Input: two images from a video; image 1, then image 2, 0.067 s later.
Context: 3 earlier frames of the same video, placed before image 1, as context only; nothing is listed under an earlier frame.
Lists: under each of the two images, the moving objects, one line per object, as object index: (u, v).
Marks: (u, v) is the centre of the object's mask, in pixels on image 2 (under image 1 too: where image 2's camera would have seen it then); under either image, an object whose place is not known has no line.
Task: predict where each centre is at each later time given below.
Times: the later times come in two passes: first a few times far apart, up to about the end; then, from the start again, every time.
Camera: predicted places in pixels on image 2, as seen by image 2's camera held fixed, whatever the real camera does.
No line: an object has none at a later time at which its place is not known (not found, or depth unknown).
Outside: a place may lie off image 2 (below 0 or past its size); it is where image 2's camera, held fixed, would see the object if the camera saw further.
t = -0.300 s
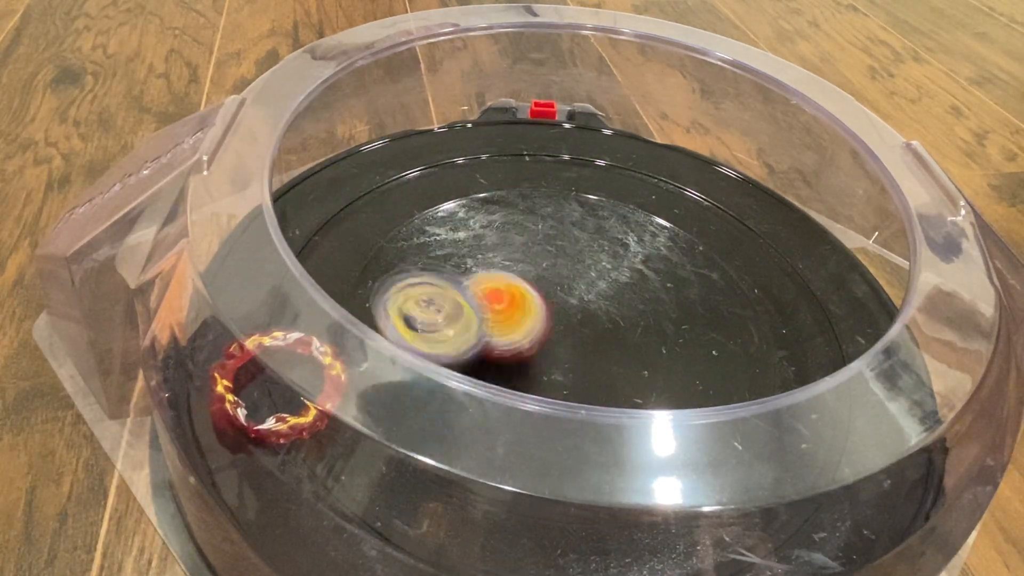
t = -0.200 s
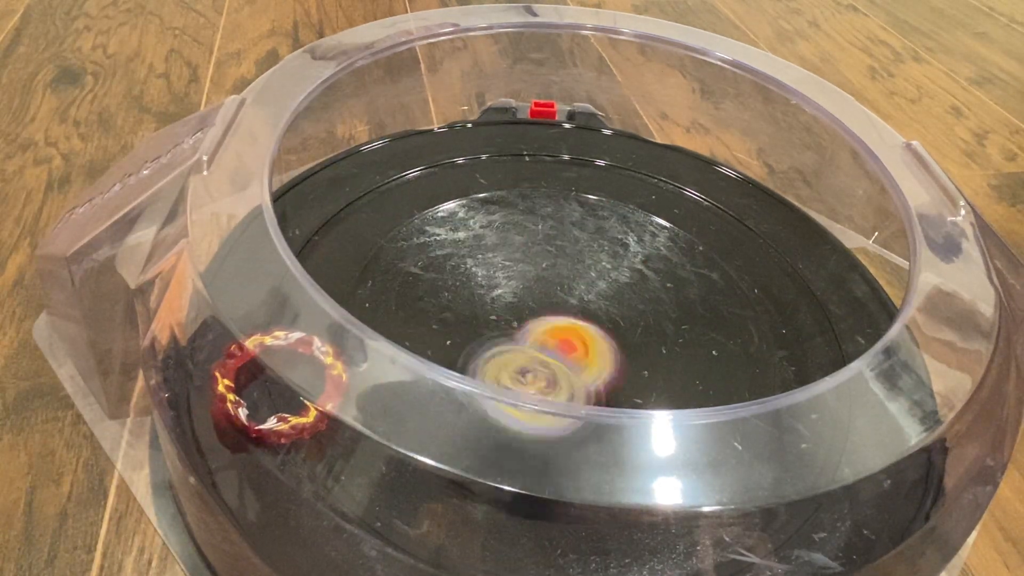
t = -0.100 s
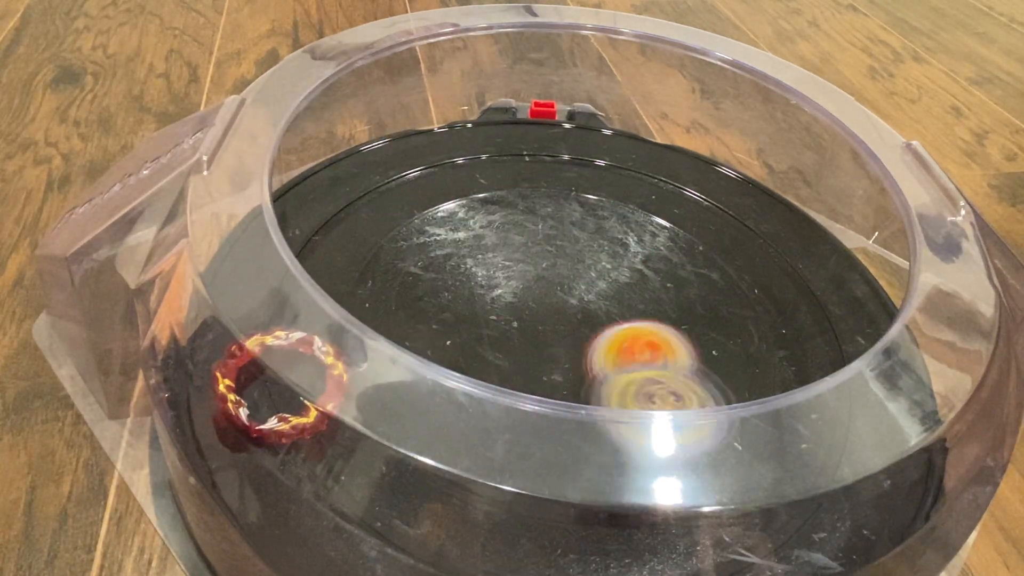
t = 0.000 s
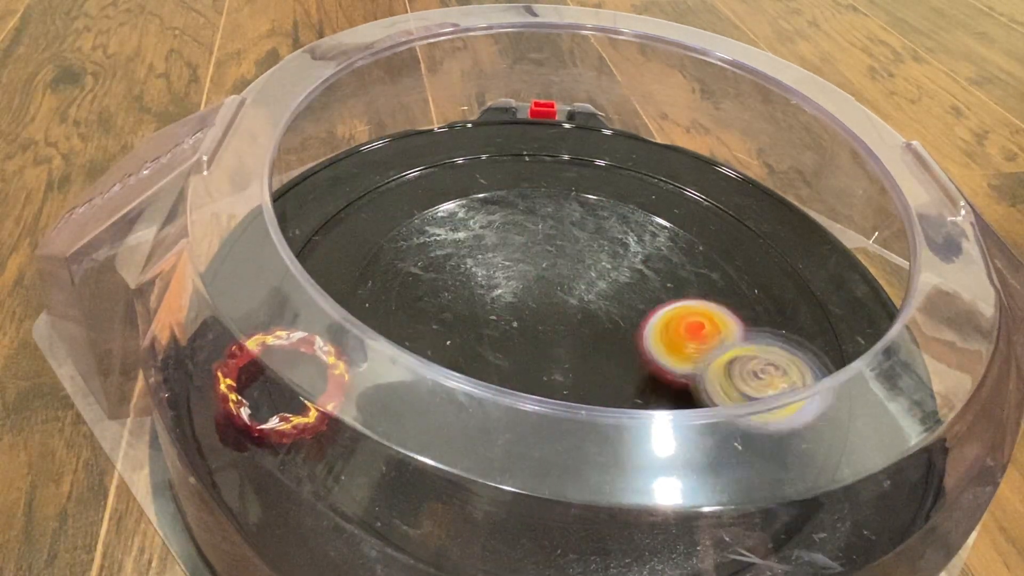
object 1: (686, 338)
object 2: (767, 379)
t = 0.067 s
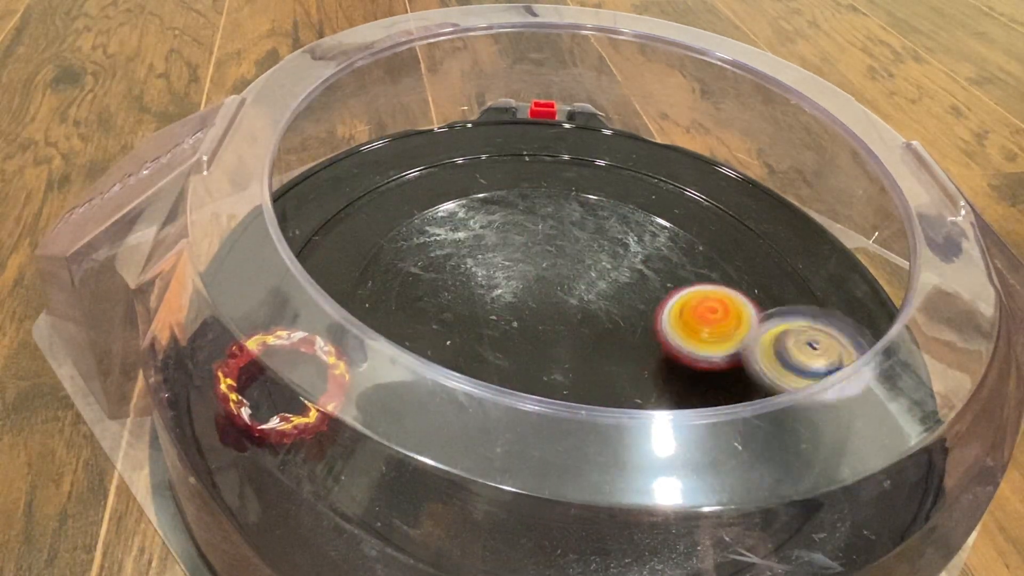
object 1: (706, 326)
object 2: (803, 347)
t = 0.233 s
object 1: (710, 302)
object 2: (845, 317)
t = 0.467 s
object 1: (612, 304)
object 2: (795, 281)
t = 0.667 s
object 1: (528, 356)
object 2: (665, 251)
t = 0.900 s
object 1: (549, 444)
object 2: (443, 273)
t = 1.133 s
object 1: (591, 406)
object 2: (447, 425)
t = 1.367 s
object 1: (557, 320)
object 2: (660, 379)
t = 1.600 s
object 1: (459, 280)
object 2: (620, 219)
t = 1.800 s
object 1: (441, 303)
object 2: (484, 156)
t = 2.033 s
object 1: (534, 336)
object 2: (410, 166)
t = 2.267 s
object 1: (603, 276)
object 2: (420, 218)
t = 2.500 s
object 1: (577, 243)
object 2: (565, 362)
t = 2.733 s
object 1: (546, 293)
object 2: (761, 320)
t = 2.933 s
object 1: (596, 358)
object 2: (728, 232)
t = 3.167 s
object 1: (668, 353)
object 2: (518, 249)
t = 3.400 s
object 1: (625, 325)
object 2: (430, 353)
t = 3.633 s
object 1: (523, 340)
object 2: (566, 451)
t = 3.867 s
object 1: (515, 383)
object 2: (652, 302)
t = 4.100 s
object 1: (564, 367)
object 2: (548, 182)
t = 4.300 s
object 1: (552, 309)
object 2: (436, 188)
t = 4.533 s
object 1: (519, 271)
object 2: (483, 346)
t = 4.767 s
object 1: (515, 292)
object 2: (708, 399)
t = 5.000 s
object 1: (576, 319)
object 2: (744, 280)
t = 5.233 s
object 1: (600, 323)
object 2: (588, 197)
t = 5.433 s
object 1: (608, 317)
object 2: (449, 200)
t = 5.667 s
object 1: (585, 321)
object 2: (433, 324)
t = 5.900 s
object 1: (560, 343)
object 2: (636, 384)
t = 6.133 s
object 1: (564, 360)
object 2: (736, 292)
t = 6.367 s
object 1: (561, 346)
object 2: (605, 207)
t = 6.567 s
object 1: (538, 325)
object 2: (468, 228)
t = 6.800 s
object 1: (520, 317)
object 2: (435, 333)
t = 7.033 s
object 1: (536, 322)
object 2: (624, 384)
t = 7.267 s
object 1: (565, 311)
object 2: (700, 285)
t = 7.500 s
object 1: (572, 300)
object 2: (585, 193)
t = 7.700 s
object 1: (568, 309)
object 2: (464, 221)
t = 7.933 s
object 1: (576, 334)
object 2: (471, 343)
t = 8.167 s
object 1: (587, 343)
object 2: (660, 386)
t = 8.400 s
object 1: (577, 338)
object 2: (702, 283)
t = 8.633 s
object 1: (546, 335)
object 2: (561, 210)
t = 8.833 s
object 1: (534, 339)
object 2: (442, 235)
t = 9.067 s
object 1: (550, 332)
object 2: (476, 350)
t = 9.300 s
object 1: (550, 315)
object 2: (664, 368)
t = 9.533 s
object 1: (548, 307)
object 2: (690, 254)
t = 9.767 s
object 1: (559, 316)
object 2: (544, 212)
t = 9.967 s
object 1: (576, 322)
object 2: (446, 271)
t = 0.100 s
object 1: (713, 321)
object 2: (817, 339)
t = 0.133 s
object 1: (718, 316)
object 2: (842, 339)
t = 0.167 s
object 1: (718, 311)
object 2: (853, 337)
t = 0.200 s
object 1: (715, 306)
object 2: (862, 331)
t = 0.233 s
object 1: (710, 302)
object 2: (845, 317)
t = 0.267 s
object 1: (702, 299)
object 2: (838, 310)
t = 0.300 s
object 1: (691, 297)
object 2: (833, 304)
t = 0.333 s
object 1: (679, 296)
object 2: (827, 297)
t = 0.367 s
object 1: (664, 297)
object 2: (820, 292)
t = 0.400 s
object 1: (648, 299)
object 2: (812, 288)
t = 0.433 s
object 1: (630, 301)
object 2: (804, 284)
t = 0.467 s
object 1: (612, 304)
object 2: (795, 281)
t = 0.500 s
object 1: (593, 310)
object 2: (784, 279)
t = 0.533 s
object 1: (575, 317)
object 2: (769, 276)
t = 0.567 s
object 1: (560, 325)
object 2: (749, 272)
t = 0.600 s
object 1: (545, 335)
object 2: (725, 266)
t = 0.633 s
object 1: (534, 347)
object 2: (698, 259)
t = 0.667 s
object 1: (528, 356)
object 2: (665, 251)
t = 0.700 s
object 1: (527, 364)
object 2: (631, 244)
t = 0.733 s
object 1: (527, 379)
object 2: (595, 240)
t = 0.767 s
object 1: (527, 394)
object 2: (560, 241)
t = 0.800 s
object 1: (529, 411)
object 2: (527, 242)
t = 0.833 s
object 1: (535, 422)
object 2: (496, 250)
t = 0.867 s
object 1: (542, 431)
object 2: (469, 260)
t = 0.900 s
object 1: (549, 444)
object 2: (443, 273)
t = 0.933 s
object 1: (557, 447)
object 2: (424, 288)
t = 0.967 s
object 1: (565, 448)
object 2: (413, 305)
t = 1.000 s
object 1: (572, 448)
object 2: (412, 318)
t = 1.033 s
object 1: (579, 439)
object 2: (401, 349)
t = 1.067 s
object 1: (584, 431)
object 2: (406, 375)
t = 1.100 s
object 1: (586, 421)
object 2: (423, 402)
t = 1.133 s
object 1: (591, 406)
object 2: (447, 425)
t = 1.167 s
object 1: (593, 395)
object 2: (479, 440)
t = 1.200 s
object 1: (593, 377)
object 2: (505, 455)
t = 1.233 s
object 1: (592, 370)
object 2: (542, 453)
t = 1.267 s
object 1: (587, 359)
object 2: (566, 447)
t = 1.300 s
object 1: (580, 345)
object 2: (603, 431)
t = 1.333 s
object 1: (570, 332)
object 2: (639, 389)
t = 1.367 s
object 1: (557, 320)
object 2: (660, 379)
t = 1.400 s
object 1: (544, 308)
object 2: (674, 366)
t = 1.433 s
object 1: (529, 299)
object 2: (679, 337)
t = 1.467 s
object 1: (513, 291)
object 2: (676, 313)
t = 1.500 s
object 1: (497, 285)
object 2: (668, 287)
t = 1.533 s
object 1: (483, 282)
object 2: (656, 264)
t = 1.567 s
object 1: (470, 280)
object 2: (639, 241)
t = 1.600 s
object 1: (459, 280)
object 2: (620, 219)
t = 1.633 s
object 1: (450, 281)
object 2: (600, 203)
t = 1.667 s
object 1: (443, 284)
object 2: (578, 188)
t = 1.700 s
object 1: (439, 288)
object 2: (555, 174)
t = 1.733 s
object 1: (437, 292)
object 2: (532, 164)
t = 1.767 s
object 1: (437, 297)
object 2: (508, 157)
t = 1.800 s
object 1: (441, 303)
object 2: (484, 156)
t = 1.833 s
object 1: (446, 309)
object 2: (462, 157)
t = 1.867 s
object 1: (455, 315)
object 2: (443, 158)
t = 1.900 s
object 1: (467, 322)
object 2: (429, 160)
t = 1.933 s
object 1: (481, 328)
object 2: (420, 161)
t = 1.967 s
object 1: (498, 333)
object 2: (414, 162)
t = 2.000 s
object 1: (516, 336)
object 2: (411, 164)
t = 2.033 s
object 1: (534, 336)
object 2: (410, 166)
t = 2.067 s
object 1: (551, 334)
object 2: (410, 167)
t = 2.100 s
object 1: (567, 328)
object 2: (411, 168)
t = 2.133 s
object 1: (580, 319)
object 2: (411, 170)
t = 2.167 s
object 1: (591, 309)
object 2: (413, 175)
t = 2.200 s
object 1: (598, 298)
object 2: (414, 183)
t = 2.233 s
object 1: (602, 287)
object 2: (416, 200)
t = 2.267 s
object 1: (603, 276)
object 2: (420, 218)
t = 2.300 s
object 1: (602, 266)
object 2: (423, 239)
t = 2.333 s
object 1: (600, 258)
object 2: (431, 264)
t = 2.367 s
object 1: (596, 252)
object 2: (447, 291)
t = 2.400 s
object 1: (592, 248)
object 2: (468, 316)
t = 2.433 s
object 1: (587, 245)
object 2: (497, 337)
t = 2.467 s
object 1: (582, 243)
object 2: (531, 353)
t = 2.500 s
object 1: (577, 243)
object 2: (565, 362)
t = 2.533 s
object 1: (572, 245)
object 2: (601, 367)
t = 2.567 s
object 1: (566, 249)
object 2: (635, 369)
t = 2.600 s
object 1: (561, 254)
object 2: (667, 366)
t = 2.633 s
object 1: (556, 261)
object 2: (696, 359)
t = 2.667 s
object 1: (551, 270)
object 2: (721, 351)
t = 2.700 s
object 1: (548, 281)
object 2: (743, 337)
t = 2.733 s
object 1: (546, 293)
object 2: (761, 320)
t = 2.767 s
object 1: (547, 306)
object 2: (773, 302)
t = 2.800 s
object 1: (552, 319)
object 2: (775, 284)
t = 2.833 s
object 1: (559, 331)
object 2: (771, 268)
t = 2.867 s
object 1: (569, 342)
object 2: (762, 253)
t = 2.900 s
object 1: (582, 351)
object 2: (748, 242)
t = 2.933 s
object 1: (596, 358)
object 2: (728, 232)
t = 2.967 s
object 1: (611, 363)
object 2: (702, 225)
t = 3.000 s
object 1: (625, 365)
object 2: (671, 220)
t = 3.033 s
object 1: (638, 365)
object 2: (639, 220)
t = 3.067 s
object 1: (649, 364)
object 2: (604, 224)
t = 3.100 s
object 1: (658, 361)
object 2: (572, 230)
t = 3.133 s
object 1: (664, 358)
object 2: (544, 237)
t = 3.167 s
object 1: (668, 353)
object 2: (518, 249)
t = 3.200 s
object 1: (669, 349)
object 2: (496, 259)
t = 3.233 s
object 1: (668, 345)
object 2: (473, 272)
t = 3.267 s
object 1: (664, 341)
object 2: (456, 289)
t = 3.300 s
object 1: (657, 336)
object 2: (443, 306)
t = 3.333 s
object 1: (649, 332)
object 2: (436, 319)
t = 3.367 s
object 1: (638, 328)
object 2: (436, 331)
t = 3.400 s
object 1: (625, 325)
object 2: (430, 353)
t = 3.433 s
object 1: (610, 323)
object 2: (431, 379)
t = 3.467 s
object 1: (594, 322)
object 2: (441, 403)
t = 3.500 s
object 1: (579, 323)
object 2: (458, 425)
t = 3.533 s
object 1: (563, 325)
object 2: (488, 440)
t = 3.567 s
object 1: (548, 328)
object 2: (514, 448)
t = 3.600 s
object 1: (535, 333)
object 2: (544, 452)
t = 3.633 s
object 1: (523, 340)
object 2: (566, 451)
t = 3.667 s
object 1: (515, 347)
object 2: (599, 429)
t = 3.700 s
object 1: (509, 352)
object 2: (630, 389)
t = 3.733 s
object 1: (507, 357)
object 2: (645, 379)
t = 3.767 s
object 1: (508, 361)
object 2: (655, 367)
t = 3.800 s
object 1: (510, 365)
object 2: (659, 347)
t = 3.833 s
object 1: (512, 377)
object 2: (658, 324)
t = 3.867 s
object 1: (515, 383)
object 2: (652, 302)
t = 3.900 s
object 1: (523, 385)
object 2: (643, 281)
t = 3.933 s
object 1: (529, 389)
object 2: (631, 259)
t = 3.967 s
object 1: (537, 387)
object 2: (617, 239)
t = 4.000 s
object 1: (544, 385)
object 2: (602, 221)
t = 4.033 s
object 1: (551, 374)
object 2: (584, 206)
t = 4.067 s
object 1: (558, 371)
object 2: (566, 194)
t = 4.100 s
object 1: (564, 367)
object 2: (548, 182)
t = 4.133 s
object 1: (567, 361)
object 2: (529, 174)
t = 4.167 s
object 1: (568, 352)
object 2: (511, 167)
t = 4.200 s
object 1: (567, 341)
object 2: (491, 164)
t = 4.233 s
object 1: (563, 330)
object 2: (471, 165)
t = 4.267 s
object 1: (558, 319)
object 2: (453, 174)
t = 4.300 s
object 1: (552, 309)
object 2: (436, 188)
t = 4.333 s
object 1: (544, 299)
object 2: (427, 206)
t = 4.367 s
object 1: (535, 291)
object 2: (425, 228)
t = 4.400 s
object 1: (527, 285)
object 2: (430, 253)
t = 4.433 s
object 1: (524, 279)
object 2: (439, 283)
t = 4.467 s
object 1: (522, 272)
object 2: (445, 306)
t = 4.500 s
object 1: (521, 271)
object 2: (461, 330)
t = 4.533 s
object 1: (519, 271)
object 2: (483, 346)
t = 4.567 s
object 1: (517, 271)
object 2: (504, 370)
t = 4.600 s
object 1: (515, 272)
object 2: (534, 387)
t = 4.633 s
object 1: (512, 274)
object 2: (566, 398)
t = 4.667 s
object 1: (510, 277)
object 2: (598, 404)
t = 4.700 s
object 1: (510, 282)
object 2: (629, 401)
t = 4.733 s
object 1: (512, 287)
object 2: (674, 398)
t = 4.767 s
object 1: (515, 292)
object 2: (708, 399)
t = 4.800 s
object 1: (521, 298)
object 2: (732, 389)
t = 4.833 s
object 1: (528, 304)
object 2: (747, 369)
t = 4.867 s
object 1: (535, 308)
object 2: (766, 356)
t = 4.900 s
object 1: (544, 313)
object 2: (775, 342)
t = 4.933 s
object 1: (555, 317)
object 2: (772, 319)
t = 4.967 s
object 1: (565, 319)
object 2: (761, 299)
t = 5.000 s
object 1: (576, 319)
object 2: (744, 280)
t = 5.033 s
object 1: (586, 319)
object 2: (723, 265)
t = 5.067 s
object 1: (595, 318)
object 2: (700, 252)
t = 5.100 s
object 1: (603, 316)
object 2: (673, 241)
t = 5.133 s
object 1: (607, 316)
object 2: (651, 230)
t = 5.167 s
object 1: (604, 320)
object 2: (633, 216)
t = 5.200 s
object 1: (602, 322)
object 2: (610, 205)
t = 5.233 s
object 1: (600, 323)
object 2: (588, 197)
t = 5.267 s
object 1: (601, 323)
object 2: (564, 191)
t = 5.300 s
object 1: (603, 322)
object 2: (539, 187)
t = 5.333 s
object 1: (605, 321)
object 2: (515, 186)
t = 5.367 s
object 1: (607, 319)
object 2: (492, 188)
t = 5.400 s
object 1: (608, 318)
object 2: (469, 192)
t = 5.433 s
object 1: (608, 317)
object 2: (449, 200)
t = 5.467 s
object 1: (607, 316)
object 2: (432, 211)
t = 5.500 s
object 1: (605, 315)
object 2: (417, 227)
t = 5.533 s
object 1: (602, 315)
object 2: (407, 243)
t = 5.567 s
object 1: (598, 315)
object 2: (402, 262)
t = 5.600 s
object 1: (594, 316)
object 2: (404, 285)
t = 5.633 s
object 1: (590, 318)
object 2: (415, 305)
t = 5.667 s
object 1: (585, 321)
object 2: (433, 324)
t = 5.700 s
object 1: (580, 324)
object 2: (456, 340)
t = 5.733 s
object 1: (576, 327)
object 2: (477, 365)
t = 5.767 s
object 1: (575, 329)
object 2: (502, 382)
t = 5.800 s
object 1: (571, 331)
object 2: (531, 396)
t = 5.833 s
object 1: (567, 332)
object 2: (567, 404)
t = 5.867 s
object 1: (562, 337)
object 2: (601, 404)
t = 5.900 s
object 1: (560, 343)
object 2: (636, 384)
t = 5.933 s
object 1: (560, 348)
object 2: (663, 380)
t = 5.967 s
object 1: (561, 352)
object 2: (687, 374)
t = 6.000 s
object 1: (561, 354)
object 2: (710, 365)
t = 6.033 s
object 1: (561, 357)
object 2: (727, 352)
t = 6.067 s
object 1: (562, 359)
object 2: (736, 332)
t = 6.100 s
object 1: (563, 360)
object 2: (739, 312)
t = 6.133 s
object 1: (564, 360)
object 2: (736, 292)
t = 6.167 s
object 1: (565, 360)
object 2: (728, 273)
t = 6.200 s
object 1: (566, 359)
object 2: (716, 256)
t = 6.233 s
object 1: (566, 358)
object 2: (699, 241)
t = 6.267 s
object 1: (566, 356)
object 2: (677, 227)
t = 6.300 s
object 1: (565, 353)
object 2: (653, 218)
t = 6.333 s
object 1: (564, 350)
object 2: (630, 211)
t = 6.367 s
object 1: (561, 346)
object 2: (605, 207)
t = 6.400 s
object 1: (558, 342)
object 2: (580, 204)
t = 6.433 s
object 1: (555, 338)
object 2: (555, 204)
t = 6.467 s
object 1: (551, 335)
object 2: (530, 206)
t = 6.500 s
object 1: (547, 331)
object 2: (509, 212)
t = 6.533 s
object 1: (543, 328)
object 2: (487, 219)
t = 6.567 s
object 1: (538, 325)
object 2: (468, 228)
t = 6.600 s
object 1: (534, 323)
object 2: (449, 237)
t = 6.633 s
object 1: (530, 321)
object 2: (433, 252)
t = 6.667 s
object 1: (526, 320)
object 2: (422, 266)
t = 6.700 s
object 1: (523, 319)
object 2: (415, 285)
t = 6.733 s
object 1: (521, 318)
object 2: (415, 302)
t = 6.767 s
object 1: (520, 318)
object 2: (422, 318)
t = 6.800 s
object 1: (520, 317)
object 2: (435, 333)
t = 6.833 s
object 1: (521, 317)
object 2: (448, 364)
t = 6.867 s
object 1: (520, 319)
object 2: (469, 384)
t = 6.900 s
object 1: (521, 319)
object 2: (498, 399)
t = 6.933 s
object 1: (524, 319)
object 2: (530, 408)
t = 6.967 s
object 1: (528, 321)
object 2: (564, 412)
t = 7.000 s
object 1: (531, 322)
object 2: (594, 408)
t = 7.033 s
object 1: (536, 322)
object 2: (624, 384)
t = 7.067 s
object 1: (540, 321)
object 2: (648, 380)
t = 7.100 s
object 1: (545, 320)
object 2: (671, 373)
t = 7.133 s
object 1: (549, 319)
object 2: (687, 361)
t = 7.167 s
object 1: (554, 317)
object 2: (697, 343)
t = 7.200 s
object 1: (558, 316)
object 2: (702, 325)
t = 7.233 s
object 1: (562, 314)
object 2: (704, 303)
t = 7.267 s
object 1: (565, 311)
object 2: (700, 285)
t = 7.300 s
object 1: (567, 309)
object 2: (693, 268)
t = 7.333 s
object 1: (569, 307)
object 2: (682, 250)
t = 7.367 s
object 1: (571, 305)
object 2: (666, 233)
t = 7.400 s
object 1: (572, 304)
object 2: (649, 219)
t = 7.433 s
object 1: (572, 302)
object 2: (631, 208)
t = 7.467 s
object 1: (572, 301)
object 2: (609, 198)
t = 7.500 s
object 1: (572, 300)
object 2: (585, 193)
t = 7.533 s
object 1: (572, 301)
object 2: (562, 190)
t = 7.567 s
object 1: (571, 301)
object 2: (540, 190)
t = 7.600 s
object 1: (570, 303)
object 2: (517, 193)
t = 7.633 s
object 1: (570, 305)
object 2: (497, 199)
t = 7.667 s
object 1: (569, 307)
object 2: (479, 210)
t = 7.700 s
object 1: (568, 309)
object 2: (464, 221)
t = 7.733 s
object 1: (567, 313)
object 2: (450, 236)
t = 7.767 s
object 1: (567, 317)
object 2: (440, 253)
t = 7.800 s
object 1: (568, 320)
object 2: (436, 272)
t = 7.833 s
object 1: (570, 324)
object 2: (435, 291)
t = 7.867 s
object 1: (571, 328)
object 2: (440, 311)
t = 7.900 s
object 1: (573, 331)
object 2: (453, 329)
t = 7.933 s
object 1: (576, 334)
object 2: (471, 343)
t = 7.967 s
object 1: (580, 337)
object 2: (491, 356)
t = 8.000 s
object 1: (584, 338)
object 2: (508, 384)
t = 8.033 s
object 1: (587, 338)
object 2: (537, 399)
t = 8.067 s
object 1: (588, 338)
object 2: (565, 408)
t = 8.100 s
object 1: (587, 339)
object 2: (598, 412)
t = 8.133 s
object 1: (587, 341)
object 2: (629, 406)
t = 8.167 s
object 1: (587, 343)
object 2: (660, 386)
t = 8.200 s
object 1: (588, 344)
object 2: (683, 379)
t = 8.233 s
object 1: (590, 344)
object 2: (700, 370)
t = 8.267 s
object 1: (589, 343)
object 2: (713, 358)
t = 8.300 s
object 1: (588, 342)
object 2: (718, 340)
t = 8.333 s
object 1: (585, 340)
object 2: (717, 320)
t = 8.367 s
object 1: (582, 339)
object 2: (711, 302)
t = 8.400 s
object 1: (577, 338)
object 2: (702, 283)
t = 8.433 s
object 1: (573, 337)
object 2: (687, 267)
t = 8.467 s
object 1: (569, 336)
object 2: (671, 255)
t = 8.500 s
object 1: (564, 335)
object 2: (652, 241)
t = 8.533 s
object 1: (560, 334)
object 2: (630, 230)
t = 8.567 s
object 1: (554, 334)
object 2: (609, 221)
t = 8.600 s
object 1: (550, 334)
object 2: (586, 214)
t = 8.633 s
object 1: (546, 335)
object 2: (561, 210)
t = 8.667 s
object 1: (542, 335)
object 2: (541, 208)
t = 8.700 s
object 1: (539, 336)
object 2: (518, 208)
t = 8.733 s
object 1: (536, 337)
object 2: (497, 210)
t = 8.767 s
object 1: (535, 338)
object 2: (478, 215)
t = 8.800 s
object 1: (534, 339)
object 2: (457, 224)
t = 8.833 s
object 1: (534, 339)
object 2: (442, 235)
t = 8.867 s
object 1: (534, 340)
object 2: (429, 250)
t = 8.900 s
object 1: (536, 340)
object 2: (420, 265)
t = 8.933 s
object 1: (537, 340)
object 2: (420, 284)
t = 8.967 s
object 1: (538, 339)
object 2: (424, 302)
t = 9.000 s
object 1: (542, 338)
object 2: (437, 320)
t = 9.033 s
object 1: (547, 336)
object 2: (455, 335)
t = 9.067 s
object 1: (550, 332)
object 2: (476, 350)
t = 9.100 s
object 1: (552, 328)
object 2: (498, 361)
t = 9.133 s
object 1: (550, 323)
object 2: (525, 384)
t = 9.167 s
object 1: (548, 320)
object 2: (557, 390)
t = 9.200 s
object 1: (547, 319)
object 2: (588, 390)
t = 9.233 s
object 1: (548, 318)
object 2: (615, 377)
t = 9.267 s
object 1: (550, 317)
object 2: (641, 374)
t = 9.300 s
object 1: (550, 315)
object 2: (664, 368)
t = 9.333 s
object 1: (550, 313)
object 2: (684, 357)
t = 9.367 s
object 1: (549, 311)
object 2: (697, 341)
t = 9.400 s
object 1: (549, 309)
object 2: (706, 324)
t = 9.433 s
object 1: (549, 309)
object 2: (711, 306)
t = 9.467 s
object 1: (549, 308)
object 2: (709, 288)
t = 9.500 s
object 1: (548, 308)
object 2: (702, 271)
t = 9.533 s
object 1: (548, 307)
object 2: (690, 254)
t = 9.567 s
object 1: (549, 308)
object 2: (674, 242)
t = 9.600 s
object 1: (550, 309)
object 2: (656, 228)
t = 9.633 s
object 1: (551, 310)
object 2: (635, 220)
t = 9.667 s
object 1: (553, 311)
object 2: (613, 214)
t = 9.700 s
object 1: (554, 312)
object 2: (588, 211)
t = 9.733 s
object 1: (557, 314)
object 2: (567, 211)
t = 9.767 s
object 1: (559, 316)
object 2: (544, 212)
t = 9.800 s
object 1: (561, 317)
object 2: (525, 215)
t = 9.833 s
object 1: (565, 319)
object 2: (504, 222)
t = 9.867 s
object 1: (567, 320)
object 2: (486, 231)
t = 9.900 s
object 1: (570, 320)
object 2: (470, 242)
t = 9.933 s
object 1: (574, 321)
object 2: (455, 257)
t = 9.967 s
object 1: (576, 322)
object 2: (446, 271)
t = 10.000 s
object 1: (579, 322)
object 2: (438, 287)
